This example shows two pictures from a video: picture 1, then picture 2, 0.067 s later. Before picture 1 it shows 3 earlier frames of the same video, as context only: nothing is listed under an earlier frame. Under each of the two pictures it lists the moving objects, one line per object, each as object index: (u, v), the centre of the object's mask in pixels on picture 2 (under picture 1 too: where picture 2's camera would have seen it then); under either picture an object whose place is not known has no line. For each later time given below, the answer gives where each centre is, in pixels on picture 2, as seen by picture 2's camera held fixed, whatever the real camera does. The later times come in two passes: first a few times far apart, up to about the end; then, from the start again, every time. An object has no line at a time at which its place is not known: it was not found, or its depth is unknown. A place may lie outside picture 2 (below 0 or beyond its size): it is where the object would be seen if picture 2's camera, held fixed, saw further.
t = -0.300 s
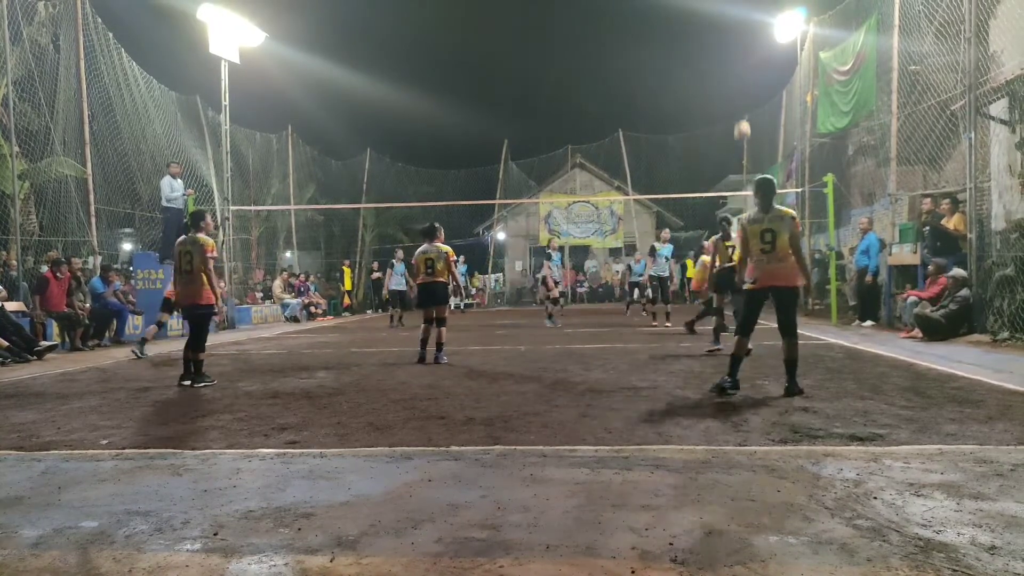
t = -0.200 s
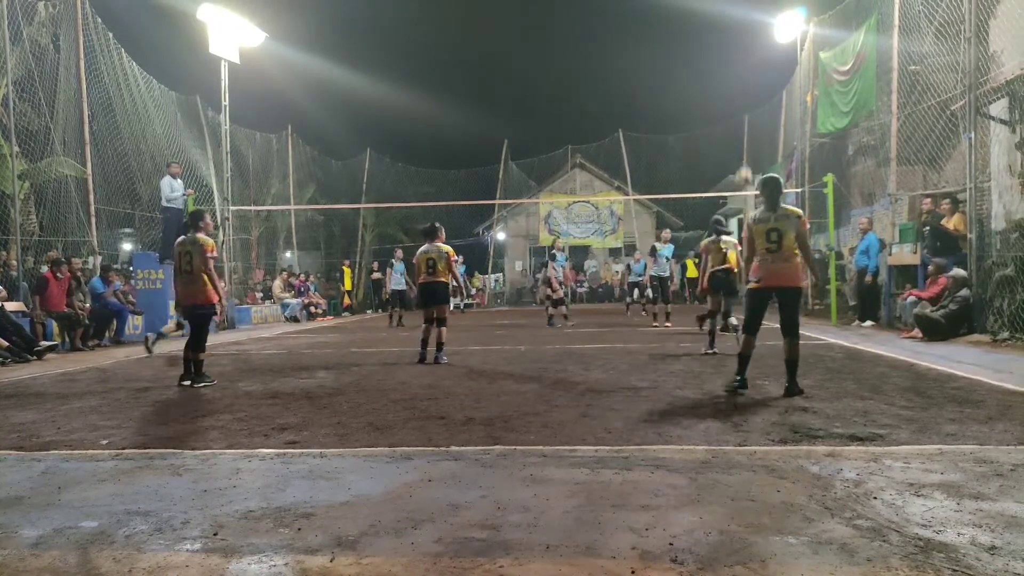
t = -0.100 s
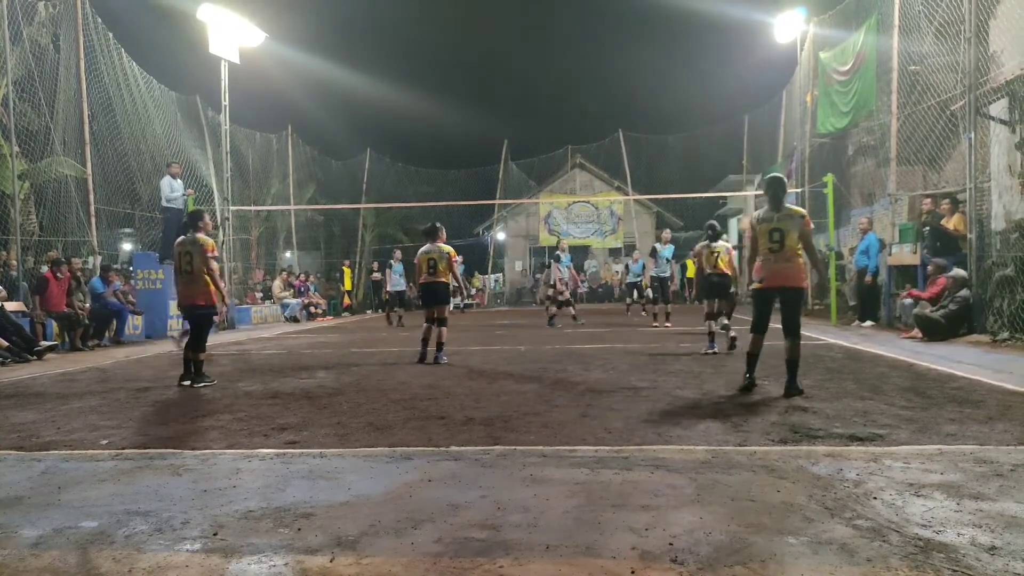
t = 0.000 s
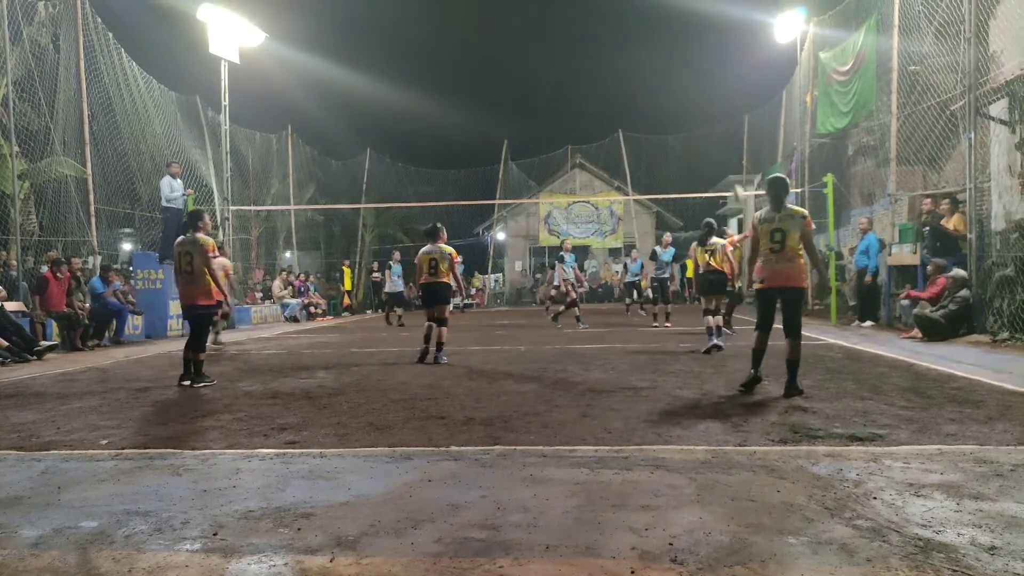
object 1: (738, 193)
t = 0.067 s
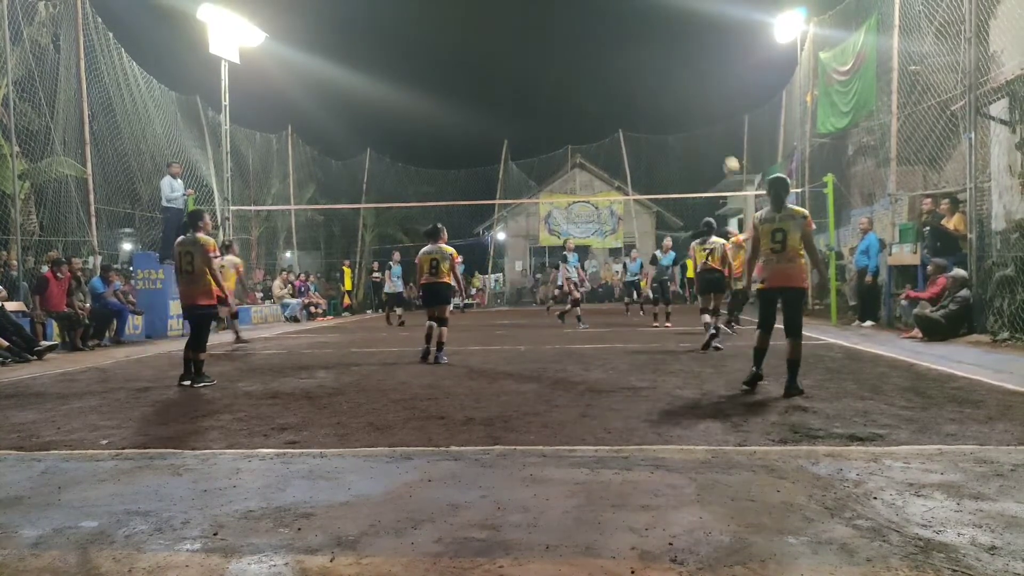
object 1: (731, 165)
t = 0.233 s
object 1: (716, 109)
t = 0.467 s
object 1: (696, 62)
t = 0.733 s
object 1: (674, 52)
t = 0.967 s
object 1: (656, 83)
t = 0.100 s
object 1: (728, 152)
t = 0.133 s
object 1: (725, 141)
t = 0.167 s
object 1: (722, 129)
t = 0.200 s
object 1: (719, 119)
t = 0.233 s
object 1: (716, 109)
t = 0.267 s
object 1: (713, 100)
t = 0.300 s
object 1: (710, 92)
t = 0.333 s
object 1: (707, 84)
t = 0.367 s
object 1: (704, 77)
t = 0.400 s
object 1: (702, 71)
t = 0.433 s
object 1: (699, 66)
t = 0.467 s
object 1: (696, 62)
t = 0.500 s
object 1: (694, 58)
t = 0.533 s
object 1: (691, 54)
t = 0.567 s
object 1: (688, 52)
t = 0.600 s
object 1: (685, 50)
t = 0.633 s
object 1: (682, 50)
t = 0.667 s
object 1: (679, 50)
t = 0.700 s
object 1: (677, 51)
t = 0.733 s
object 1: (674, 52)
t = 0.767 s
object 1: (671, 55)
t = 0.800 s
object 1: (669, 57)
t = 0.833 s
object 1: (666, 61)
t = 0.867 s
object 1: (664, 65)
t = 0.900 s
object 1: (661, 70)
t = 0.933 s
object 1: (658, 76)
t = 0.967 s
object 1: (656, 83)
